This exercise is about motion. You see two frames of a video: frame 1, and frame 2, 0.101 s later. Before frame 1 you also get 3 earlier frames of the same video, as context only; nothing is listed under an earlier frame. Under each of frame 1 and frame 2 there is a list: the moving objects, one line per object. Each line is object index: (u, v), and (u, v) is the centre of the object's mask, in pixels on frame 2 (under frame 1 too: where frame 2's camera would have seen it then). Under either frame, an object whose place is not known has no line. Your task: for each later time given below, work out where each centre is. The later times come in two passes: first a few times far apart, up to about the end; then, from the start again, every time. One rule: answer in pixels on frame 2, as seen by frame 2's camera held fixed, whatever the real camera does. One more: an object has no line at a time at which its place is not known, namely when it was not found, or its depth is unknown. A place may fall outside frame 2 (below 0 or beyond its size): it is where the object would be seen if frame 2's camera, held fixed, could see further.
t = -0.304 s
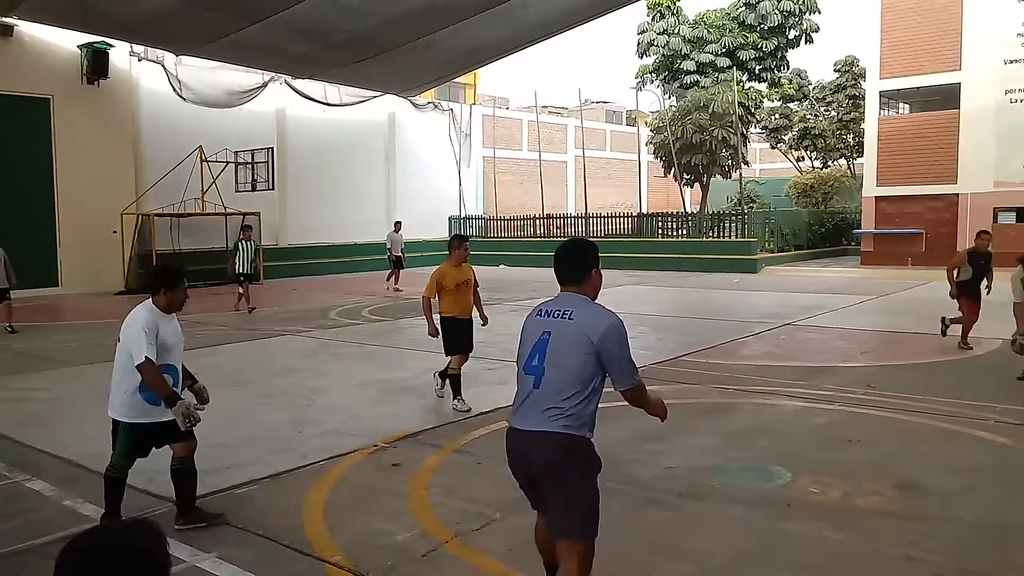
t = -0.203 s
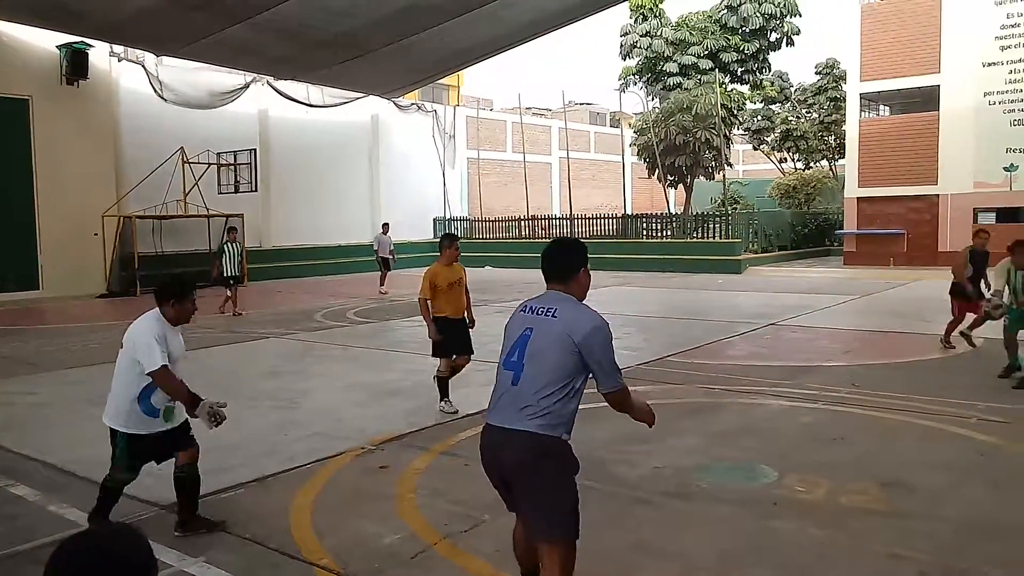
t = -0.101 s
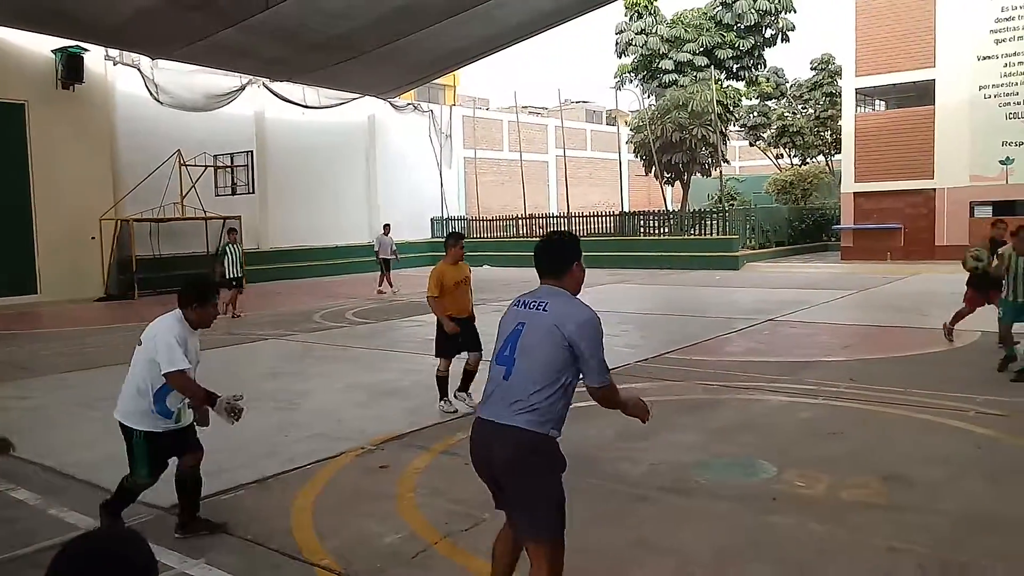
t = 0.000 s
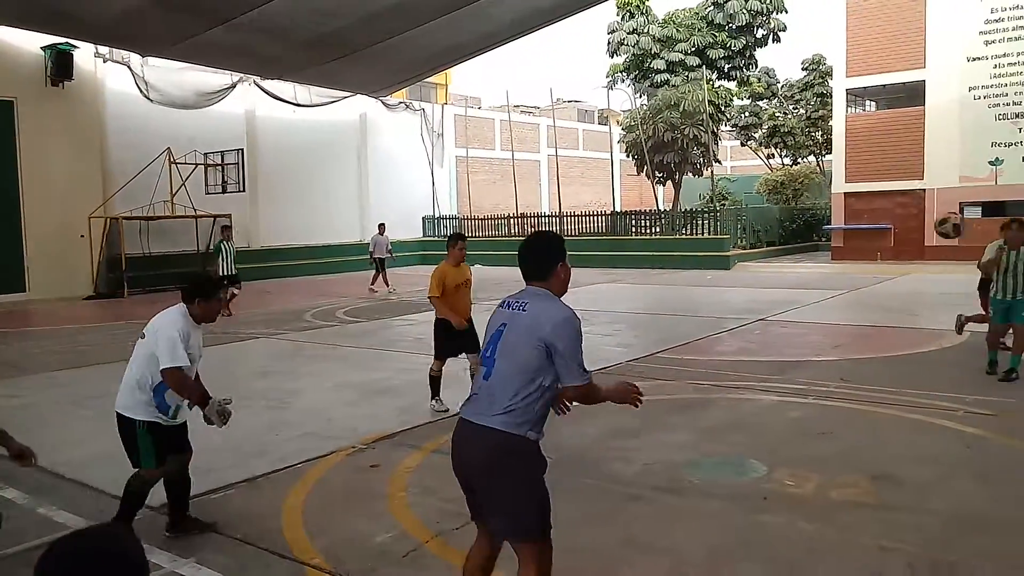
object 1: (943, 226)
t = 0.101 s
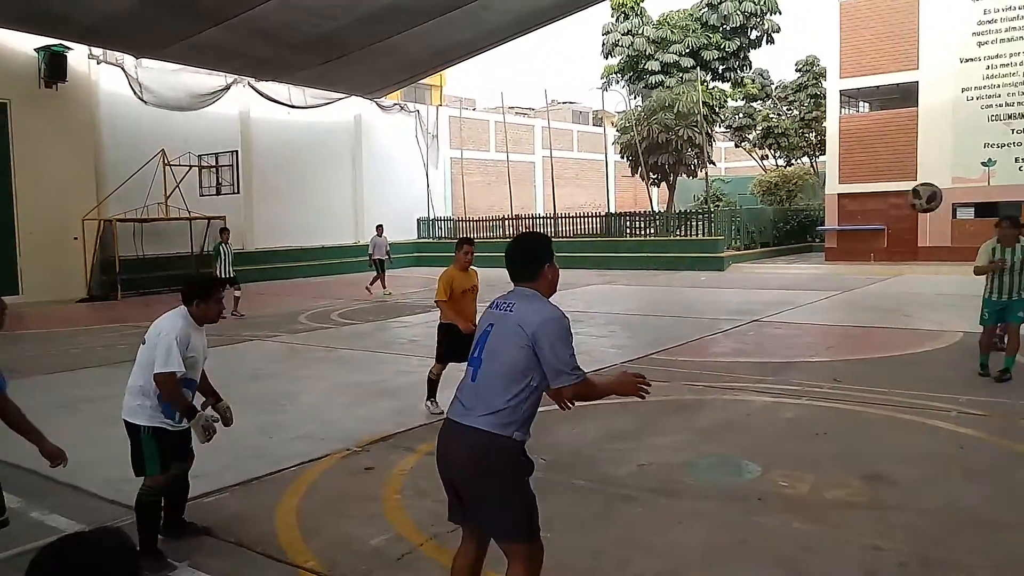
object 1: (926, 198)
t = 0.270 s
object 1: (890, 175)
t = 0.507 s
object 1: (812, 223)
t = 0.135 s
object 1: (919, 190)
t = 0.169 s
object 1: (913, 185)
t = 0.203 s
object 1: (906, 180)
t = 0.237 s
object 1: (898, 176)
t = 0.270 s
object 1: (890, 175)
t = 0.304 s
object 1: (881, 174)
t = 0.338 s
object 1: (872, 176)
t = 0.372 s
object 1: (862, 179)
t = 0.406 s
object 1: (852, 186)
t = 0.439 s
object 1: (839, 194)
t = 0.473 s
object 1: (828, 207)
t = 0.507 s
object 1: (812, 223)
